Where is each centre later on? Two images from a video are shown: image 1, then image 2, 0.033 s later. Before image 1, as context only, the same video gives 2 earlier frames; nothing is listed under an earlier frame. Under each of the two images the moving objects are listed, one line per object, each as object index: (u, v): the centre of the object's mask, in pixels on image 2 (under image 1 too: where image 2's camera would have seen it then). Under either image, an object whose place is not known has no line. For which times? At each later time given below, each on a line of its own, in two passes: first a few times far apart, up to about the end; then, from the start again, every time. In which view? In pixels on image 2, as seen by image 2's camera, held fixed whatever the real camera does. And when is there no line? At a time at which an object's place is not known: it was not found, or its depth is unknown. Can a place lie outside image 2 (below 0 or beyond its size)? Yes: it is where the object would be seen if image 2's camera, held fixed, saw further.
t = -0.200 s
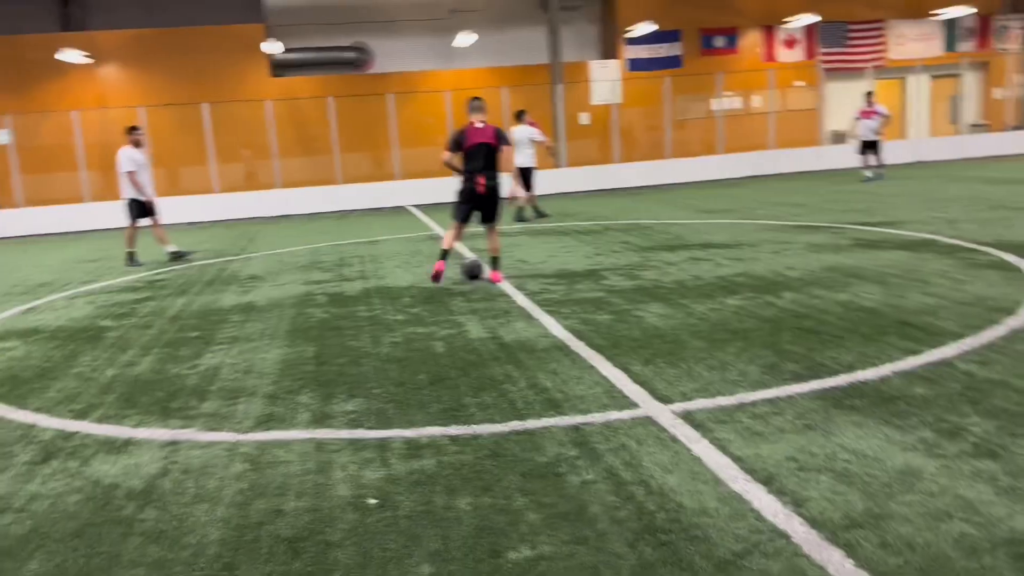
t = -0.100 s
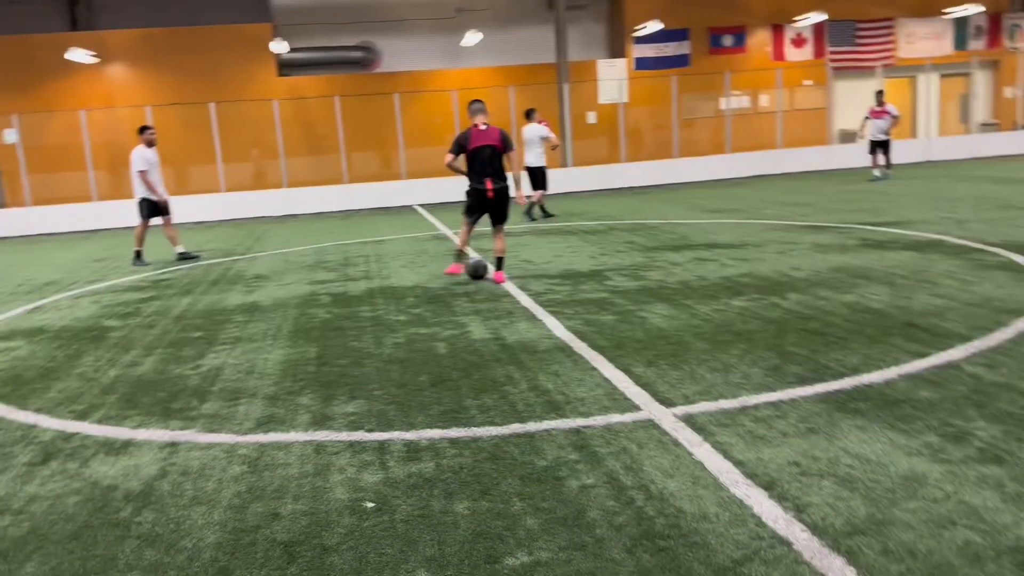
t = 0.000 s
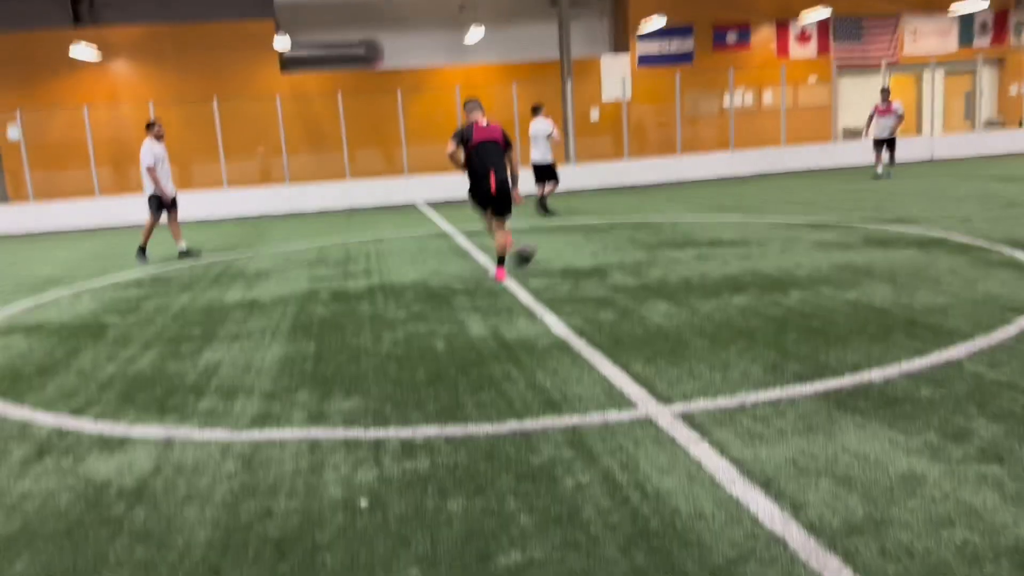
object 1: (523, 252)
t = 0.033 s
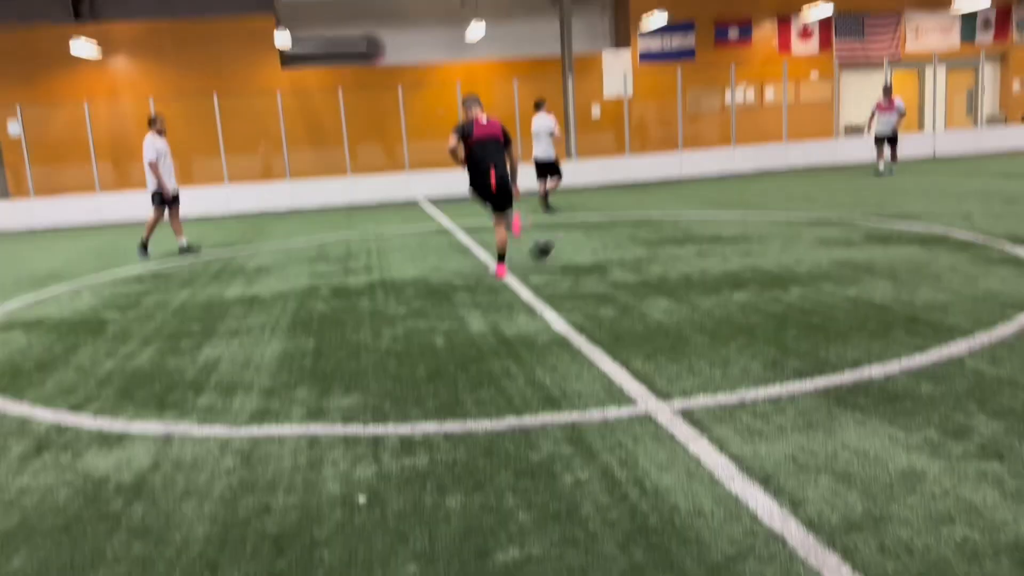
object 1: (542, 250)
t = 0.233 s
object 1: (632, 231)
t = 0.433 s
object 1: (695, 219)
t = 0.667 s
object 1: (750, 207)
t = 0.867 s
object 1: (788, 199)
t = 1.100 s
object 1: (828, 191)
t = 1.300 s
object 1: (857, 186)
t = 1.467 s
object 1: (879, 181)
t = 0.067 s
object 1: (561, 246)
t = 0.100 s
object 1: (576, 241)
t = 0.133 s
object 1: (590, 238)
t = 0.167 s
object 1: (605, 234)
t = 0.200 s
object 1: (619, 232)
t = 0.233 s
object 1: (632, 231)
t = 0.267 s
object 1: (645, 228)
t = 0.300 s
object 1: (656, 226)
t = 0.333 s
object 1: (667, 225)
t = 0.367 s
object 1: (676, 222)
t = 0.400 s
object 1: (686, 220)
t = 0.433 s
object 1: (695, 219)
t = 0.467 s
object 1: (704, 216)
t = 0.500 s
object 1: (712, 215)
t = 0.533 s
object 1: (720, 214)
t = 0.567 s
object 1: (728, 212)
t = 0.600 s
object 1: (736, 210)
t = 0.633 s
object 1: (743, 208)
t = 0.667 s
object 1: (750, 207)
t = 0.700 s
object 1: (757, 206)
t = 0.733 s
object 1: (763, 204)
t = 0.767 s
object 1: (770, 202)
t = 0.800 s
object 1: (776, 202)
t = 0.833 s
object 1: (782, 200)
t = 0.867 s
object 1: (788, 199)
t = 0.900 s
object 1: (794, 197)
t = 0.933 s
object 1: (801, 197)
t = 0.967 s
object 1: (806, 195)
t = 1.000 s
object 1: (812, 194)
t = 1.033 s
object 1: (817, 193)
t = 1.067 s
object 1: (823, 192)
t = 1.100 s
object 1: (828, 191)
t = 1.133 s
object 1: (833, 191)
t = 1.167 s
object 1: (838, 190)
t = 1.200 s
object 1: (843, 189)
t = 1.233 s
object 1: (848, 188)
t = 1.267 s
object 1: (853, 187)
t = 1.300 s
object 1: (857, 186)
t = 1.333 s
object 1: (862, 185)
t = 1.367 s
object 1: (866, 184)
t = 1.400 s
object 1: (871, 182)
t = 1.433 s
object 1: (875, 181)
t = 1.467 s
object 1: (879, 181)
